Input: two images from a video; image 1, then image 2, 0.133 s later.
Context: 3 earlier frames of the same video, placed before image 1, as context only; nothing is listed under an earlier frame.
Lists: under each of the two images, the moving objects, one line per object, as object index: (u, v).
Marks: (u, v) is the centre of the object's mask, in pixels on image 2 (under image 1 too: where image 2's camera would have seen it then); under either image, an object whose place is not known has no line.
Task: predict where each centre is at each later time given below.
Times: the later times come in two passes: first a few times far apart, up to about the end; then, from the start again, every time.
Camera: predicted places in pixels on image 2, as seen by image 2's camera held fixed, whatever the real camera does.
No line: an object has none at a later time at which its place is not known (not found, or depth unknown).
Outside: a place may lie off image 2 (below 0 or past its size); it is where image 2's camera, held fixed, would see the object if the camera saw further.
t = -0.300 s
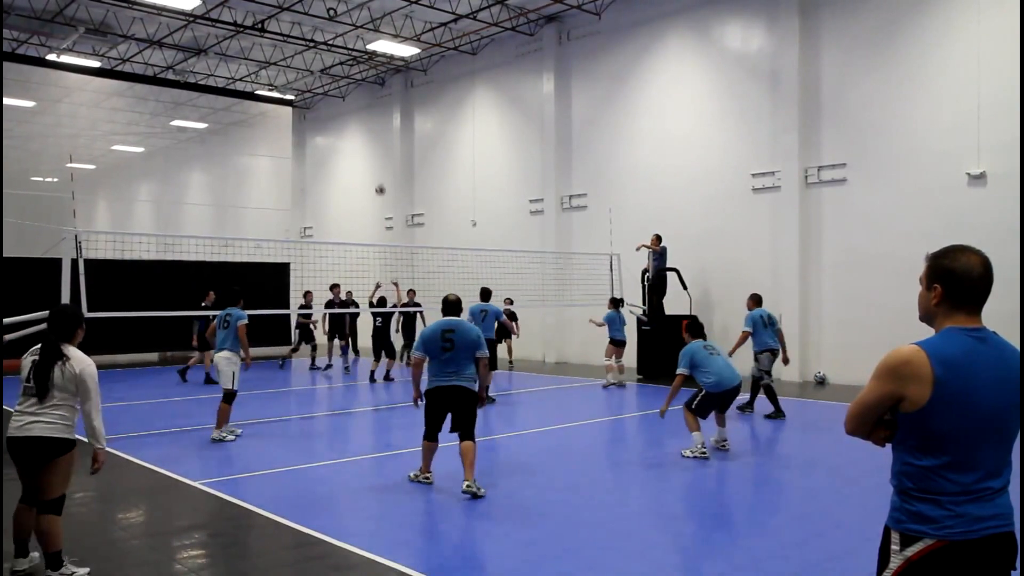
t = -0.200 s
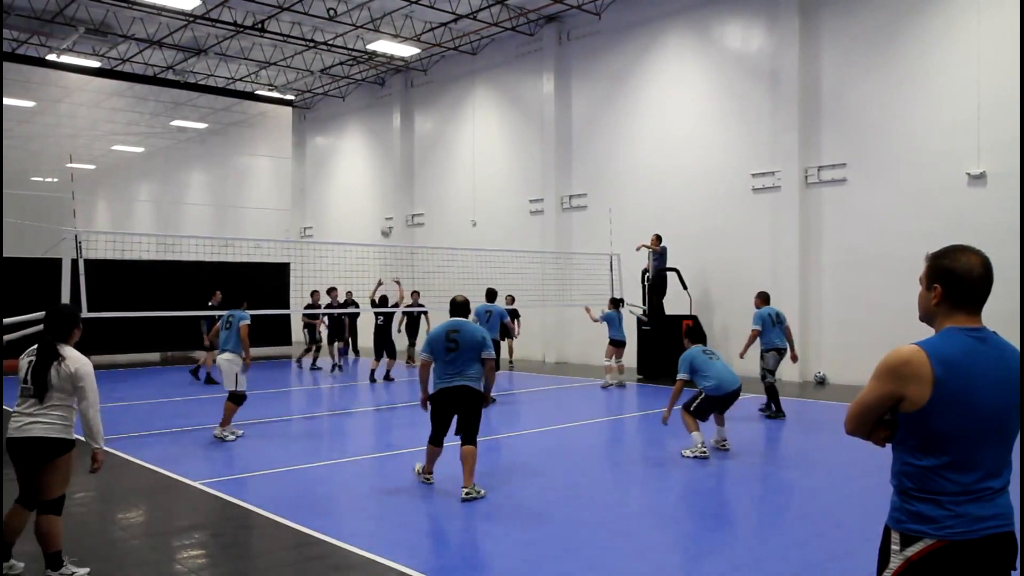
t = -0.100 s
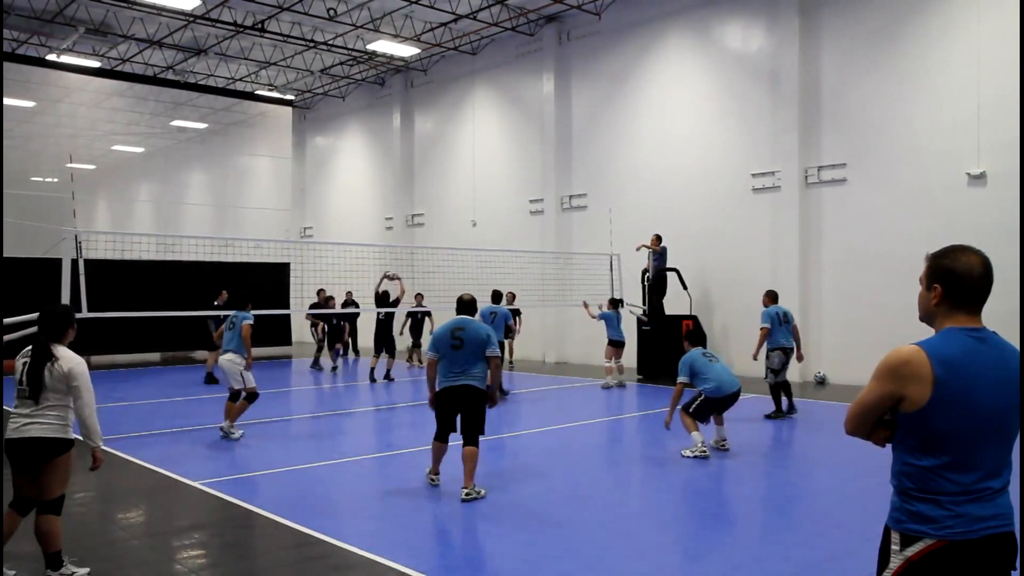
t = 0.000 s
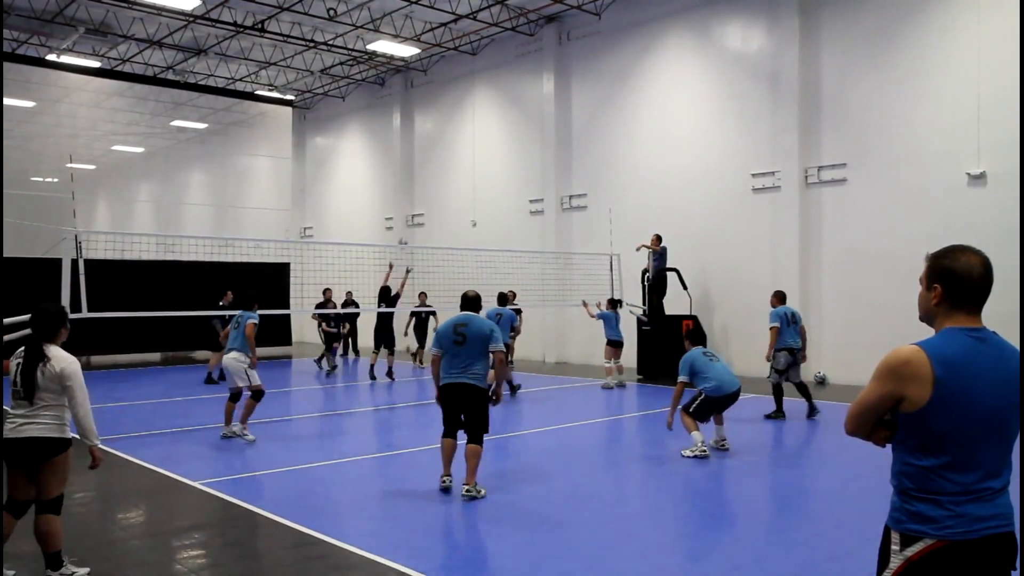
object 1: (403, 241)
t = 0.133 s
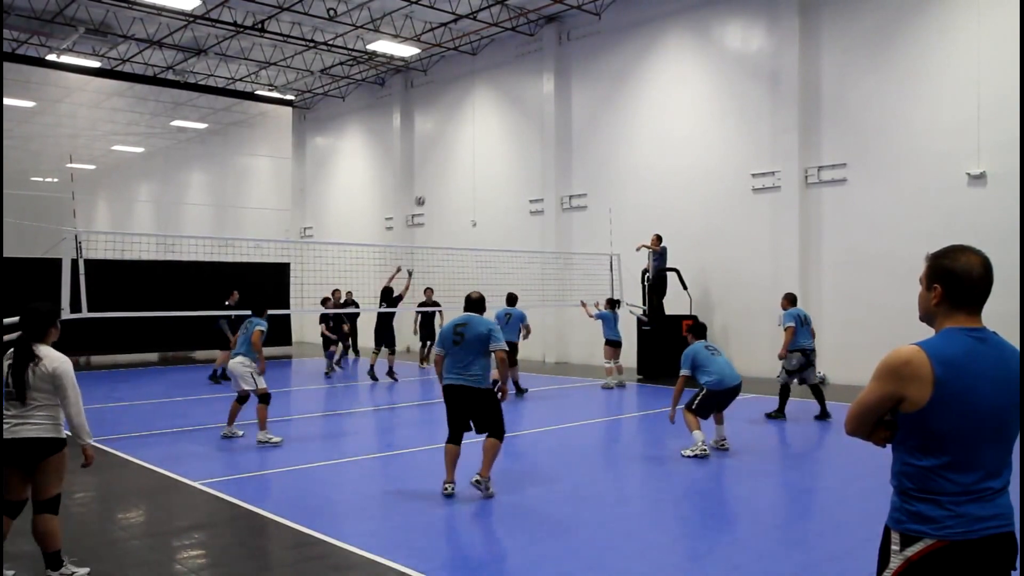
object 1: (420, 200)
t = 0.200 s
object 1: (428, 182)
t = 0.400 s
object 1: (452, 144)
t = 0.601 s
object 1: (474, 129)
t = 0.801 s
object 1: (497, 133)
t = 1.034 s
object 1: (522, 164)
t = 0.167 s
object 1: (424, 190)
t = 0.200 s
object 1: (428, 182)
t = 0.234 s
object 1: (432, 174)
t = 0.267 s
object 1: (436, 167)
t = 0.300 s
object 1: (440, 161)
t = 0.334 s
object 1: (444, 155)
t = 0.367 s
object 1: (448, 149)
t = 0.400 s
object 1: (452, 144)
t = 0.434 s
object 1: (456, 140)
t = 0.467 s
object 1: (459, 136)
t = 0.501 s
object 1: (463, 132)
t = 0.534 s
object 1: (466, 131)
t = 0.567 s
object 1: (470, 130)
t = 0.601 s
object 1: (474, 129)
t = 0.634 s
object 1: (478, 128)
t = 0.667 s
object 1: (481, 128)
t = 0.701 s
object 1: (485, 128)
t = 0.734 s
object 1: (489, 129)
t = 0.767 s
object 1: (493, 131)
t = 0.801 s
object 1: (497, 133)
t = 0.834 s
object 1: (500, 136)
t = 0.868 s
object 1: (504, 140)
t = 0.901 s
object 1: (507, 144)
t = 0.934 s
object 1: (511, 148)
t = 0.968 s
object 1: (515, 153)
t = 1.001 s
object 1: (518, 158)
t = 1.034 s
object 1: (522, 164)
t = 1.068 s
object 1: (525, 171)
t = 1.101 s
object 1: (528, 178)
